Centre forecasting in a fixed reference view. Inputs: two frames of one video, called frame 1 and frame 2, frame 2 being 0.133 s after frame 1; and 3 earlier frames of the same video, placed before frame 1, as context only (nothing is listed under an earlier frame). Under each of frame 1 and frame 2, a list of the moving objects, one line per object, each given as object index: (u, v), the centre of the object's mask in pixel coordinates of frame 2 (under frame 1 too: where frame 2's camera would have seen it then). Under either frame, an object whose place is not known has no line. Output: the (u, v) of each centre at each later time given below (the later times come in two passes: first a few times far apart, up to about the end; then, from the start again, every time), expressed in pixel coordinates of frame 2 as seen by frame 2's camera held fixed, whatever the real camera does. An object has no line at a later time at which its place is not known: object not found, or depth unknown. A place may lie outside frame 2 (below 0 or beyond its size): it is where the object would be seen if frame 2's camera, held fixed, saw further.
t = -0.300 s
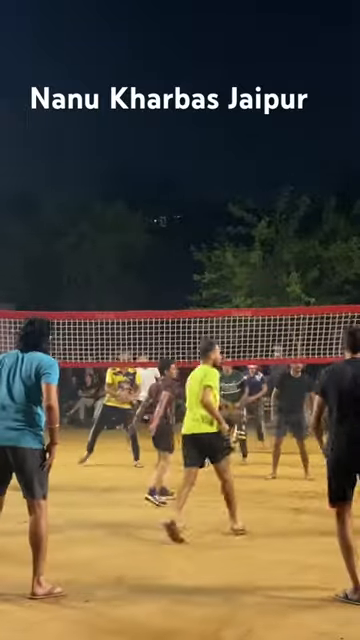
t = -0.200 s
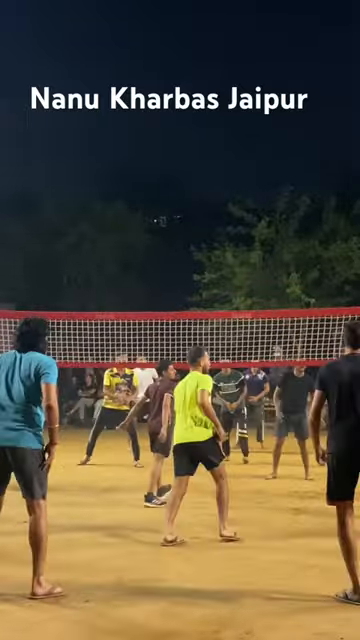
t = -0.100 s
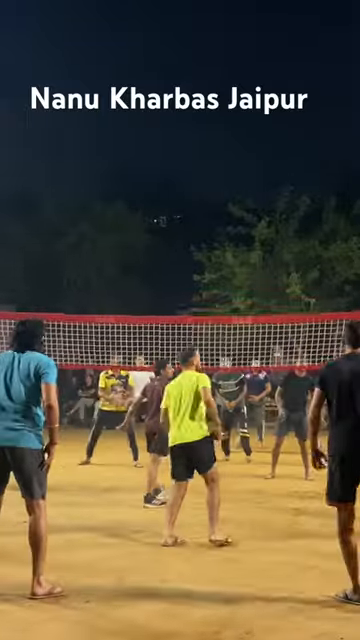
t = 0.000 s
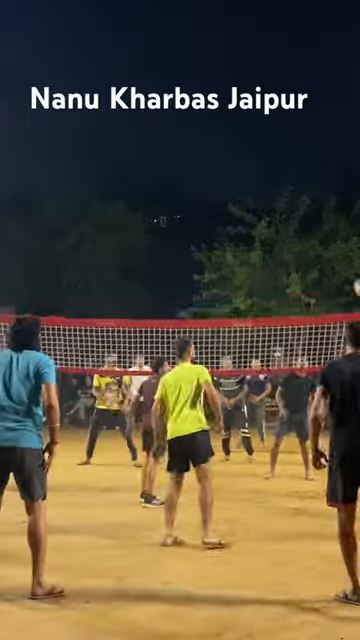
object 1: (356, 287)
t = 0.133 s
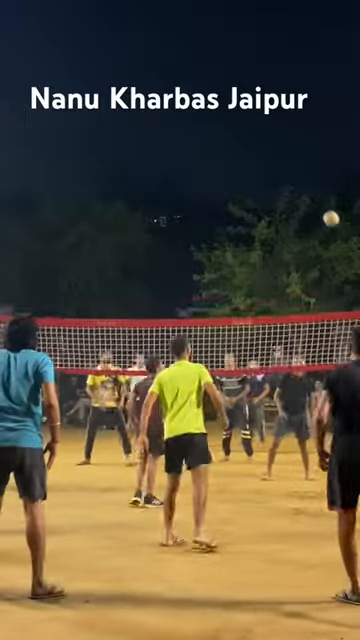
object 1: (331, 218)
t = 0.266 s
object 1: (304, 173)
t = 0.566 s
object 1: (255, 137)
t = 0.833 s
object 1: (221, 162)
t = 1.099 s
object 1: (196, 223)
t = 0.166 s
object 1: (323, 205)
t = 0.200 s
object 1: (316, 193)
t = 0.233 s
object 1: (310, 183)
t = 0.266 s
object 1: (304, 173)
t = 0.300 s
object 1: (297, 166)
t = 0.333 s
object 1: (291, 158)
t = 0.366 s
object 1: (285, 153)
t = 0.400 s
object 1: (280, 148)
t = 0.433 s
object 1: (275, 144)
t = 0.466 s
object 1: (269, 141)
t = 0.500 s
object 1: (264, 139)
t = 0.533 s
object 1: (259, 138)
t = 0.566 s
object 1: (255, 137)
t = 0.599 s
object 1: (250, 138)
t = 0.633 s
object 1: (245, 139)
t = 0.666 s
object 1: (241, 141)
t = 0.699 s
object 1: (237, 144)
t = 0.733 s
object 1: (233, 148)
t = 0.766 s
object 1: (229, 151)
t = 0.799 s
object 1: (225, 157)
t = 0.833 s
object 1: (221, 162)
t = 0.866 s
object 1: (218, 168)
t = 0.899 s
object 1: (214, 174)
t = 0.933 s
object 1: (211, 181)
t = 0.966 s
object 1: (207, 188)
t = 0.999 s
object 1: (204, 197)
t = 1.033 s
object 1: (201, 205)
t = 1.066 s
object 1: (198, 213)
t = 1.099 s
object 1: (196, 223)
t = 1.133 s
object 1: (193, 233)
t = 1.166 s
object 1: (191, 243)
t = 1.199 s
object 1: (188, 254)
